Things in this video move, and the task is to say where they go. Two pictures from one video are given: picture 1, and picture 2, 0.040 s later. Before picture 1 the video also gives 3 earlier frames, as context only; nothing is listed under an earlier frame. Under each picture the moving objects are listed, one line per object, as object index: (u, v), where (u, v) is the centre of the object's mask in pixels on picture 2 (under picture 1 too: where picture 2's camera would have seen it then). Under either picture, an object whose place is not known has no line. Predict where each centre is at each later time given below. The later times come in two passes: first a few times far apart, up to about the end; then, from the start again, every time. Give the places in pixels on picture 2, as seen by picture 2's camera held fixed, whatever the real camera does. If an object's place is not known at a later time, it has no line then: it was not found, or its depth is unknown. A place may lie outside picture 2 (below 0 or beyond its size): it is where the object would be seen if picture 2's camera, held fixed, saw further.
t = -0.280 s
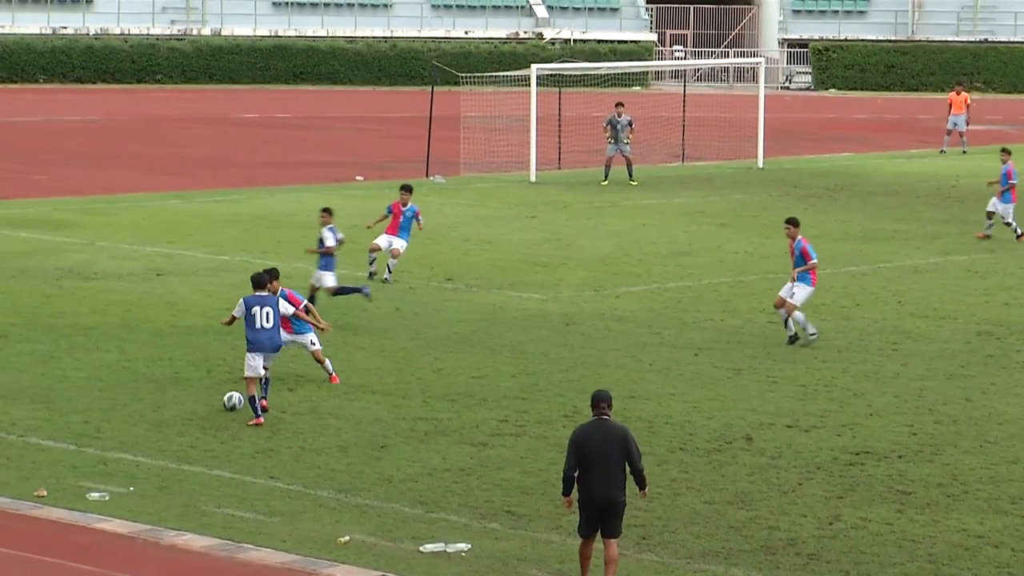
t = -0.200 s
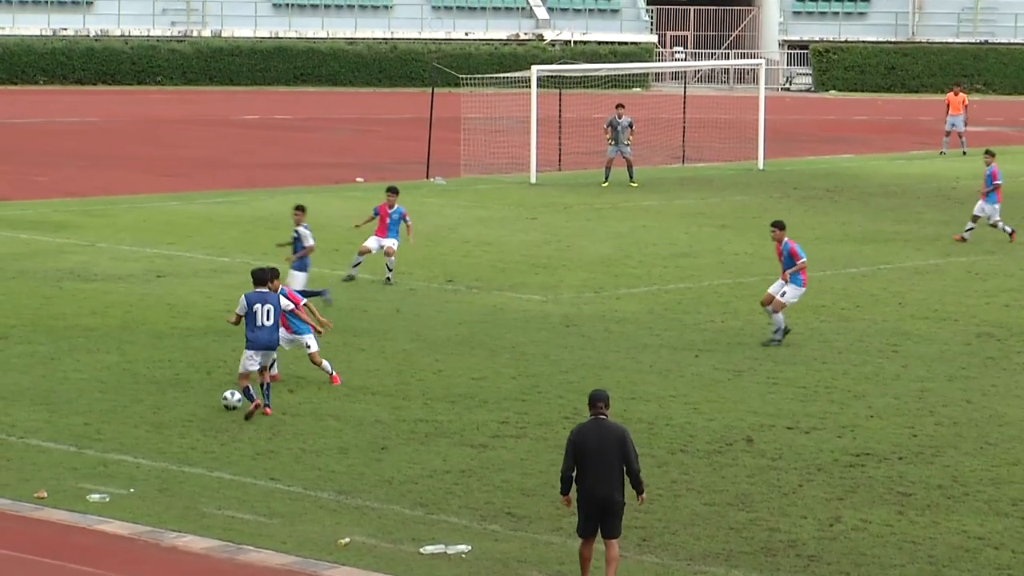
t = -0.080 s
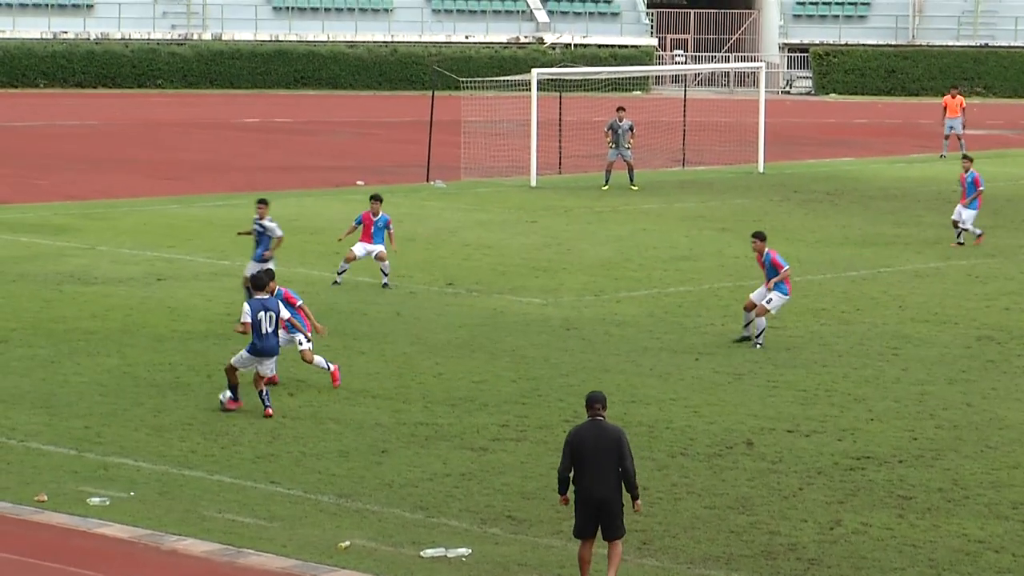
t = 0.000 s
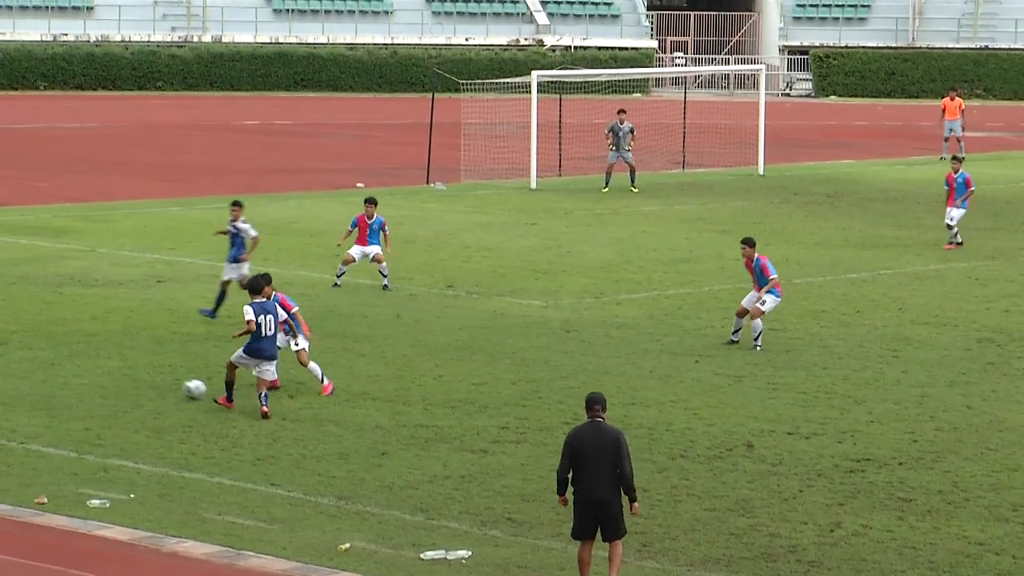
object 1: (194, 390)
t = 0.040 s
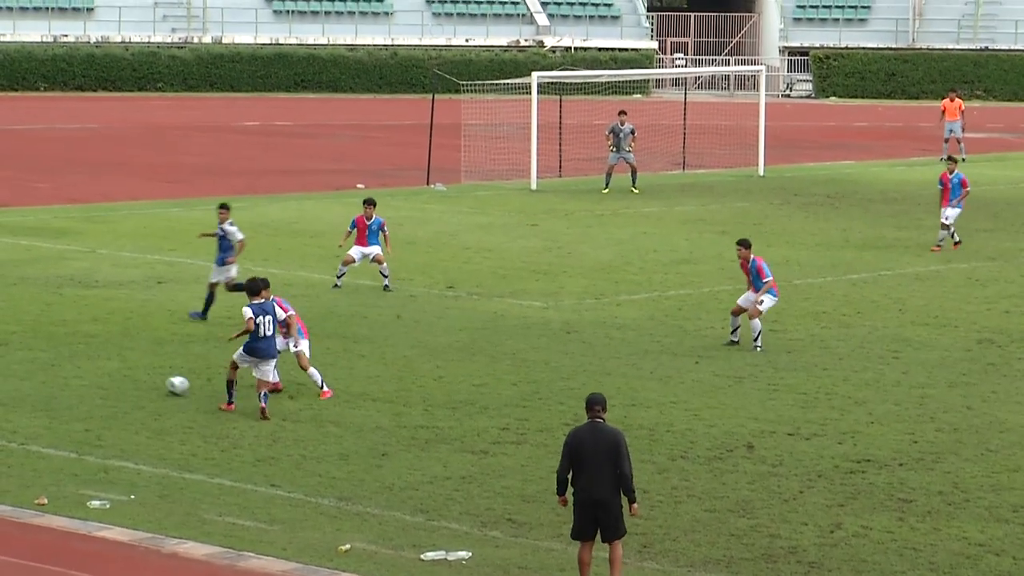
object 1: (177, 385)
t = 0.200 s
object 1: (118, 363)
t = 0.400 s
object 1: (56, 344)
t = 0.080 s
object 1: (160, 381)
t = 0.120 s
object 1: (145, 375)
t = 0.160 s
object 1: (132, 369)
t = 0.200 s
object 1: (118, 363)
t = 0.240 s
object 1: (104, 360)
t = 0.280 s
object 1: (90, 357)
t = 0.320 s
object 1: (78, 353)
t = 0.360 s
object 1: (67, 348)
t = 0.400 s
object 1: (56, 344)
